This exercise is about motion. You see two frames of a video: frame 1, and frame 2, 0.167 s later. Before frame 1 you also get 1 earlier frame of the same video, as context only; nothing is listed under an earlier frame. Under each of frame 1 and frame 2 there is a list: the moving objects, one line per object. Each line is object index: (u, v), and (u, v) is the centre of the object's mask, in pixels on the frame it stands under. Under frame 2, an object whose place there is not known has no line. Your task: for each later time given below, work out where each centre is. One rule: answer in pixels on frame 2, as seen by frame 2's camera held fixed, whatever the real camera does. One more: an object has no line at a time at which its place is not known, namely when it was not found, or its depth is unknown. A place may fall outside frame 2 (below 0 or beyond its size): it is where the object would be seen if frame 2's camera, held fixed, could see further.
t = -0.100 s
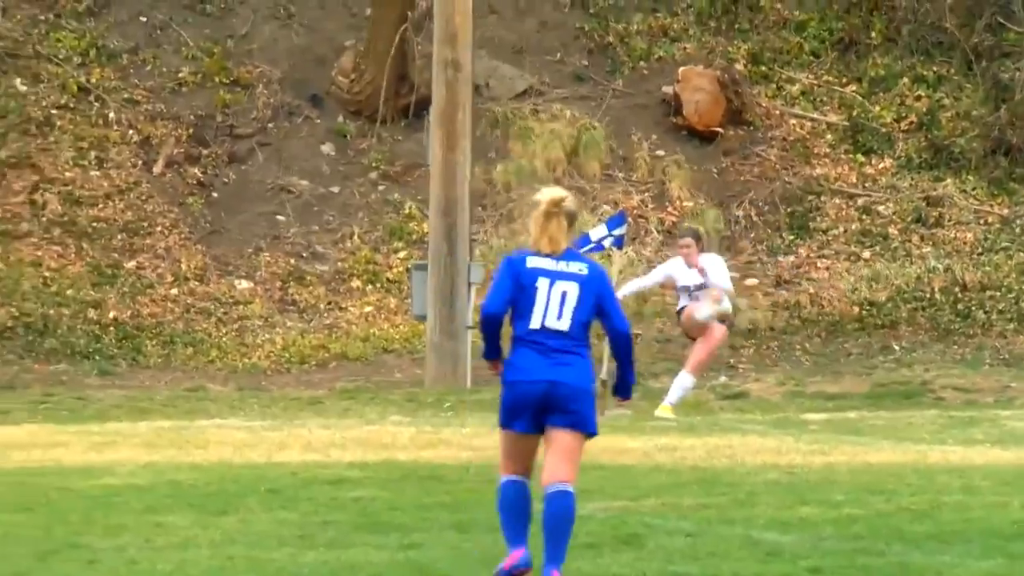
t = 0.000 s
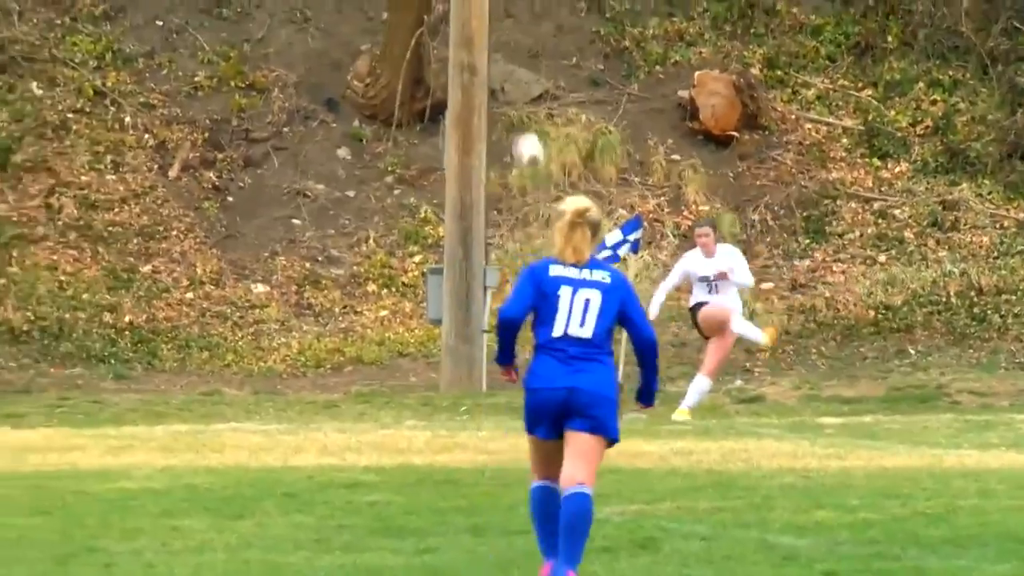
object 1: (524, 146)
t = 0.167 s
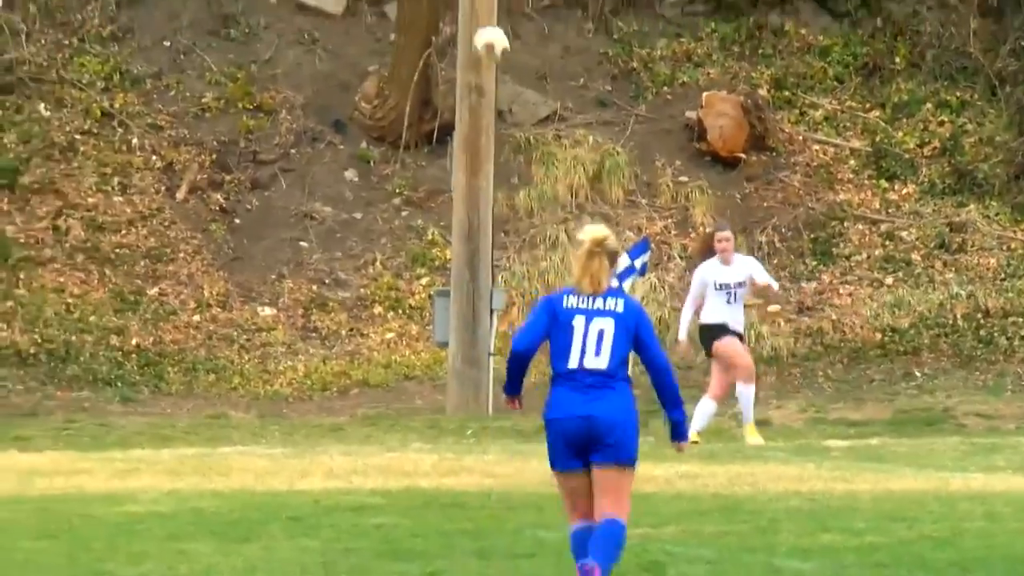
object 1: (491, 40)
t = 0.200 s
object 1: (482, 14)
